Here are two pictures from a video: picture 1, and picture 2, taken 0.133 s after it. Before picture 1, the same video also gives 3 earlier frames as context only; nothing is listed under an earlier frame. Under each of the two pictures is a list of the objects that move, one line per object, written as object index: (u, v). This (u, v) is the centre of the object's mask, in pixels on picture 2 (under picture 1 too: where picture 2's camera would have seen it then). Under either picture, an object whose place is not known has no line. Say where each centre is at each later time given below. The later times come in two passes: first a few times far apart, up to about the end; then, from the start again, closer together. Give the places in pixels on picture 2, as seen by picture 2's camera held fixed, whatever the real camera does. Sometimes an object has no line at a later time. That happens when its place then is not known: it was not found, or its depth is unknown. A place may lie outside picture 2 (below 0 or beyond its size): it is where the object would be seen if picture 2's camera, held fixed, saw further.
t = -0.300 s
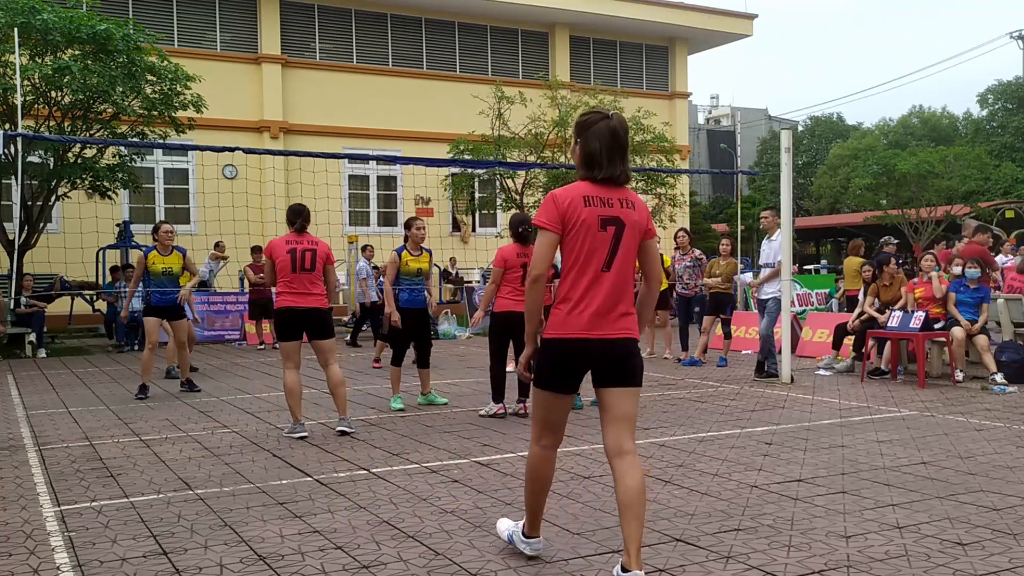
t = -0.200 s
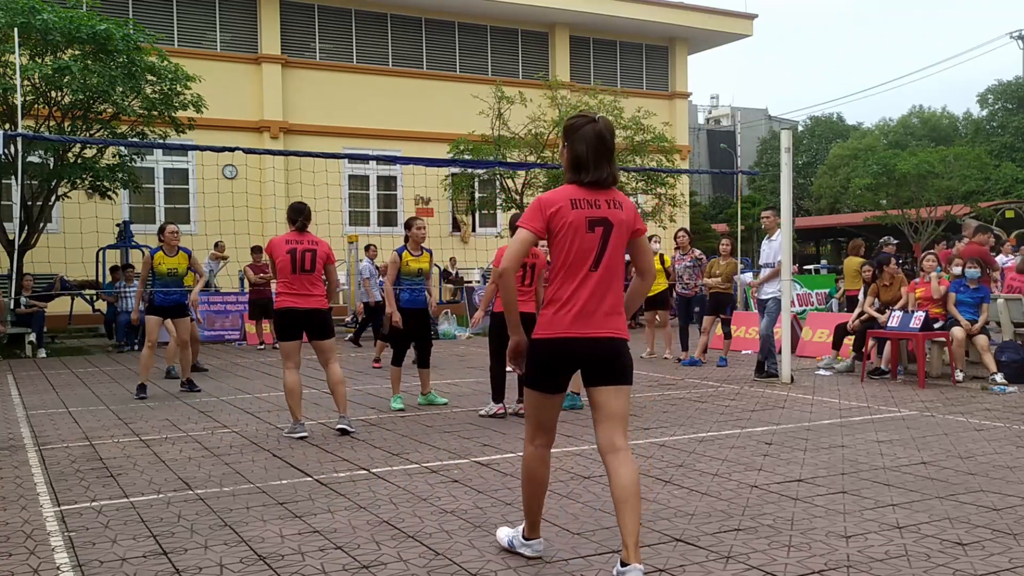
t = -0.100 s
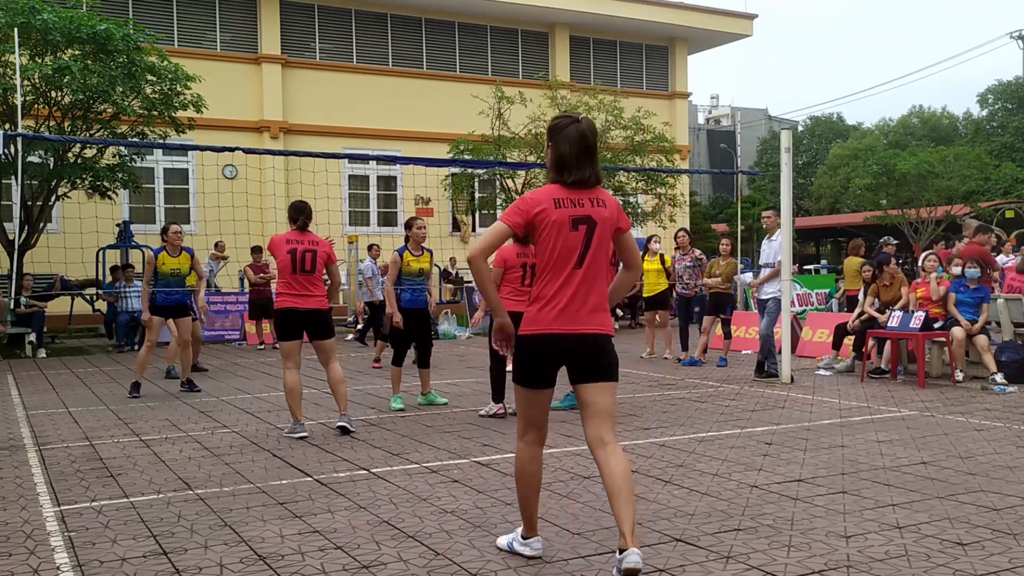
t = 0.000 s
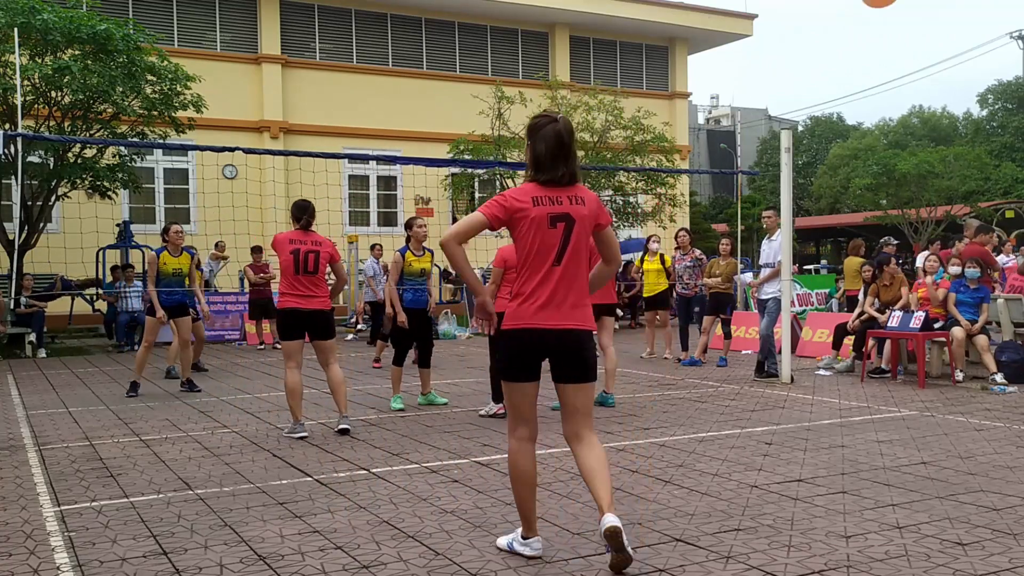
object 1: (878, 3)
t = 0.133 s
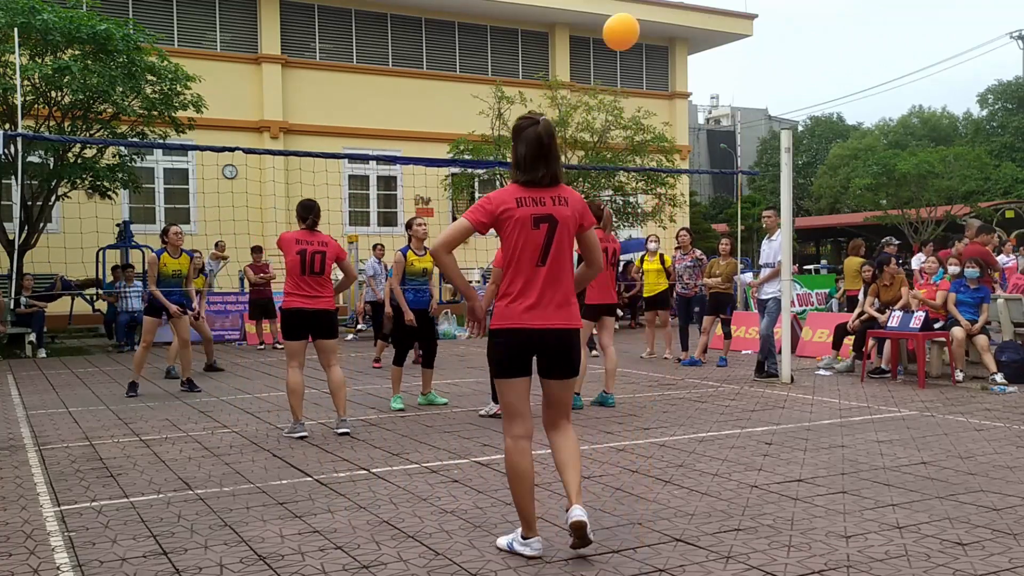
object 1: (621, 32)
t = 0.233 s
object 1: (489, 68)
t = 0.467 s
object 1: (285, 174)
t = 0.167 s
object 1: (572, 43)
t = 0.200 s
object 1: (529, 56)
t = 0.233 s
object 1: (489, 68)
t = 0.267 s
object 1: (452, 82)
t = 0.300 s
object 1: (418, 96)
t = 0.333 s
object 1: (388, 110)
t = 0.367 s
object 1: (359, 125)
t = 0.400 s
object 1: (333, 140)
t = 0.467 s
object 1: (285, 174)
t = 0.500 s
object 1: (263, 191)
